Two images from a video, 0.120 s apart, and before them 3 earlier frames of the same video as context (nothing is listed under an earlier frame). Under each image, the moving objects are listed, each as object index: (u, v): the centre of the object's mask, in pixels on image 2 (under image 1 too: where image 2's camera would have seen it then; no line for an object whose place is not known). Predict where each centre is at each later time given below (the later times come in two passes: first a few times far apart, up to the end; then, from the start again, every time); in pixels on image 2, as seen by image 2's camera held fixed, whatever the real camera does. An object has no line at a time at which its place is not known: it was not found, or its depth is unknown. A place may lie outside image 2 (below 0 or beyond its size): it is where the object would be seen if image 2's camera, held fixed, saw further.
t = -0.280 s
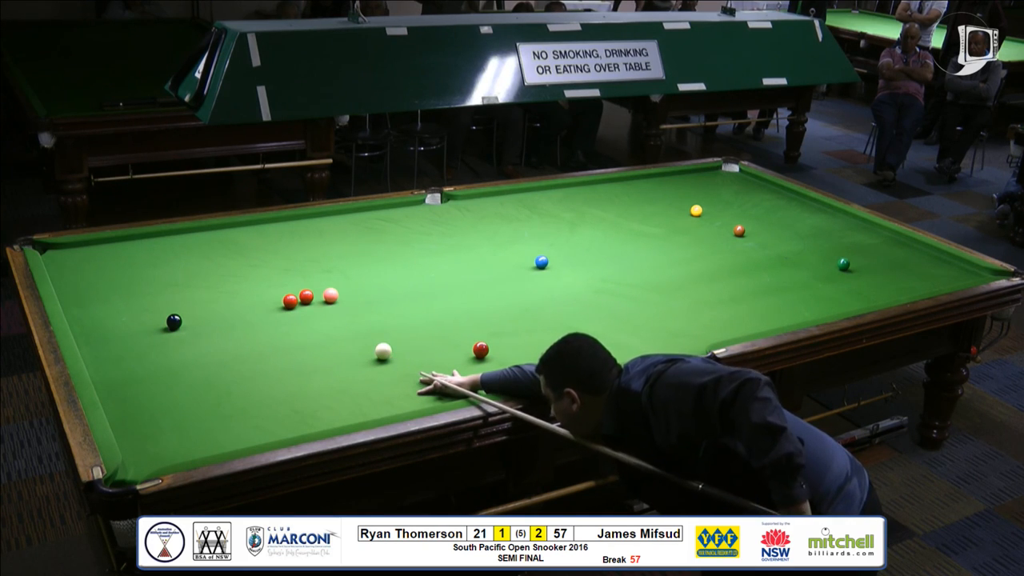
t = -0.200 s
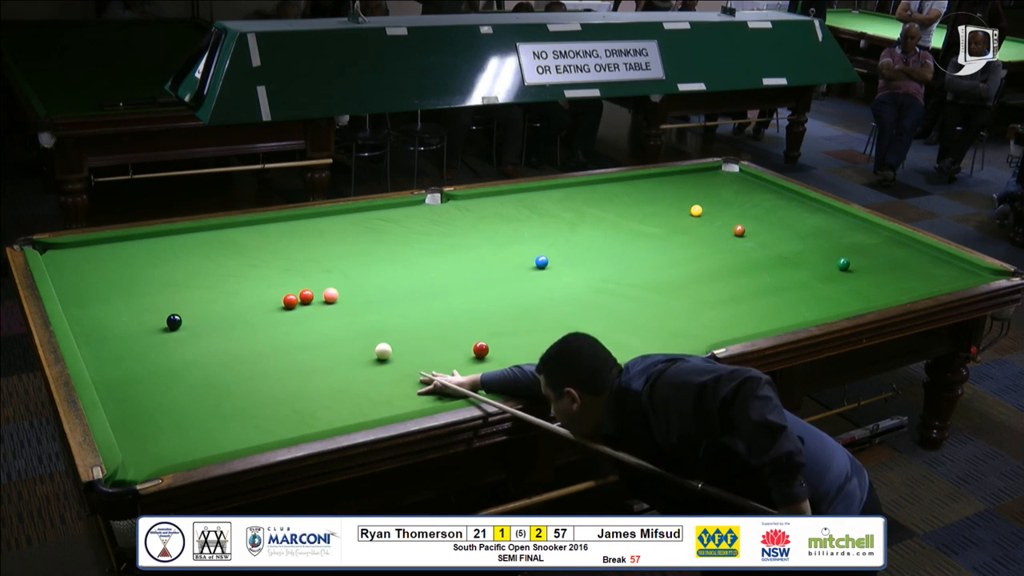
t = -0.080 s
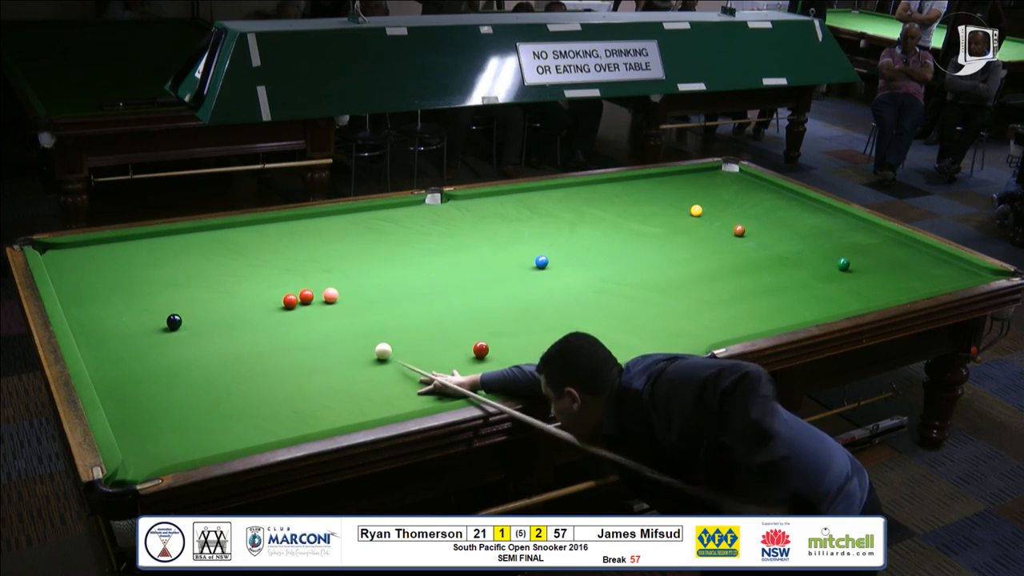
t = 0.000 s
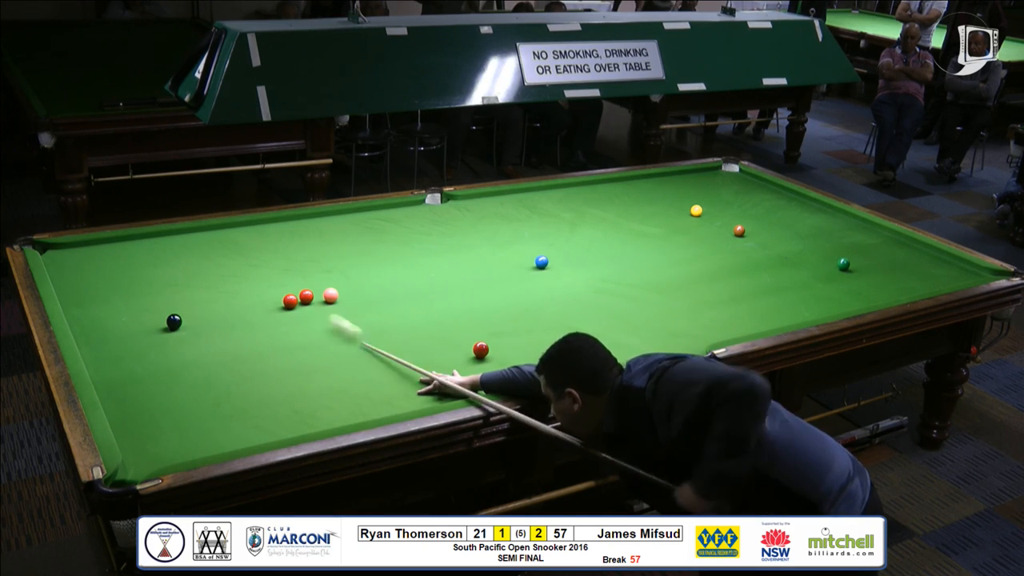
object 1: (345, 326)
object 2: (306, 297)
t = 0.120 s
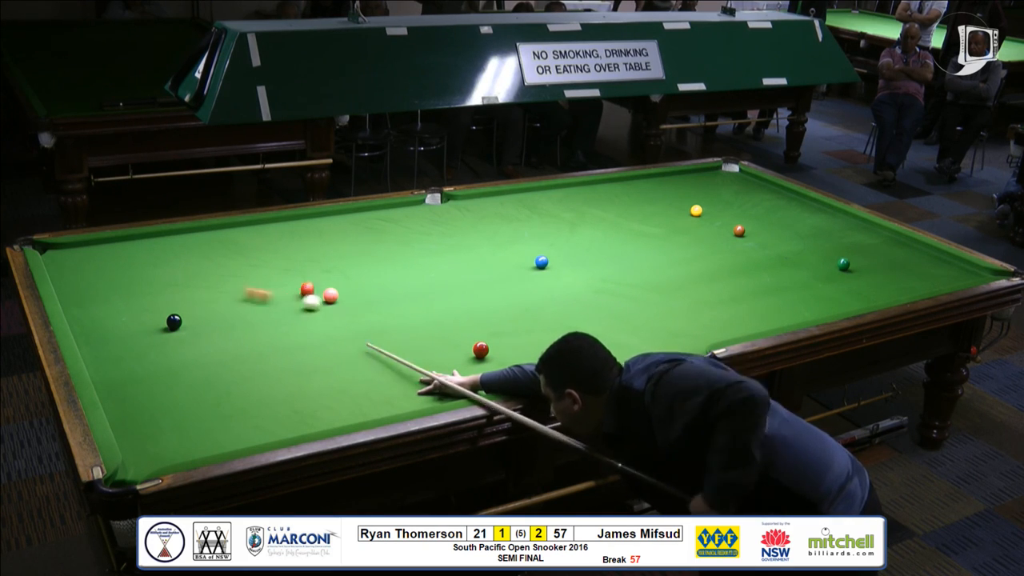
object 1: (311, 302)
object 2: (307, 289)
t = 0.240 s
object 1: (334, 306)
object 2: (309, 273)
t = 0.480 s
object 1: (381, 317)
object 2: (313, 248)
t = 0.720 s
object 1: (429, 329)
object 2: (316, 226)
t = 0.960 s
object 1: (476, 337)
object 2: (331, 219)
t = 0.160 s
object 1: (318, 303)
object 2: (307, 284)
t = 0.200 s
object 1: (326, 304)
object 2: (308, 278)
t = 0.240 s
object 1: (334, 306)
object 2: (309, 273)
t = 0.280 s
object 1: (342, 307)
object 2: (310, 269)
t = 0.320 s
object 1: (349, 309)
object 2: (310, 264)
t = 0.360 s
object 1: (357, 311)
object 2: (311, 260)
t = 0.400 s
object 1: (365, 313)
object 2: (311, 256)
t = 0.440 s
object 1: (373, 315)
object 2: (312, 252)
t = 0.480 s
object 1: (381, 317)
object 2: (313, 248)
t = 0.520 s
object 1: (389, 319)
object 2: (313, 244)
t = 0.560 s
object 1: (397, 321)
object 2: (314, 240)
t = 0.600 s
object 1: (405, 323)
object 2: (314, 236)
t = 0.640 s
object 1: (413, 325)
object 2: (315, 233)
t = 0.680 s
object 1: (421, 327)
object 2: (315, 229)
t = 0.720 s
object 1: (429, 329)
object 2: (316, 226)
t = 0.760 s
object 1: (437, 331)
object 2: (316, 222)
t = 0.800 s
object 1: (445, 333)
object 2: (317, 219)
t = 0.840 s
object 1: (453, 335)
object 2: (317, 216)
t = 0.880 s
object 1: (461, 337)
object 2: (321, 216)
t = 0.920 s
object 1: (469, 338)
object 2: (326, 217)
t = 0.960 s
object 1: (476, 337)
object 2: (331, 219)
